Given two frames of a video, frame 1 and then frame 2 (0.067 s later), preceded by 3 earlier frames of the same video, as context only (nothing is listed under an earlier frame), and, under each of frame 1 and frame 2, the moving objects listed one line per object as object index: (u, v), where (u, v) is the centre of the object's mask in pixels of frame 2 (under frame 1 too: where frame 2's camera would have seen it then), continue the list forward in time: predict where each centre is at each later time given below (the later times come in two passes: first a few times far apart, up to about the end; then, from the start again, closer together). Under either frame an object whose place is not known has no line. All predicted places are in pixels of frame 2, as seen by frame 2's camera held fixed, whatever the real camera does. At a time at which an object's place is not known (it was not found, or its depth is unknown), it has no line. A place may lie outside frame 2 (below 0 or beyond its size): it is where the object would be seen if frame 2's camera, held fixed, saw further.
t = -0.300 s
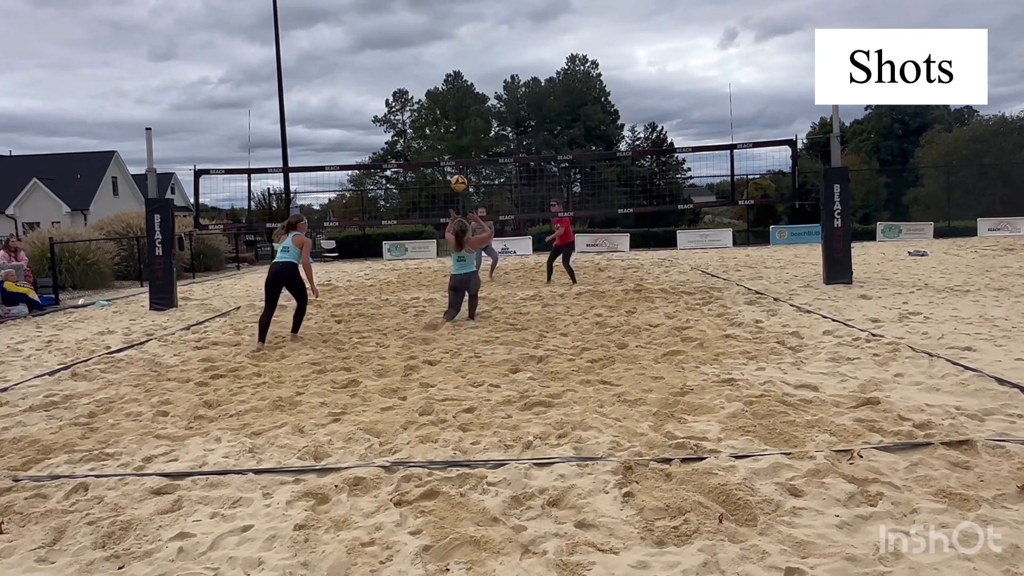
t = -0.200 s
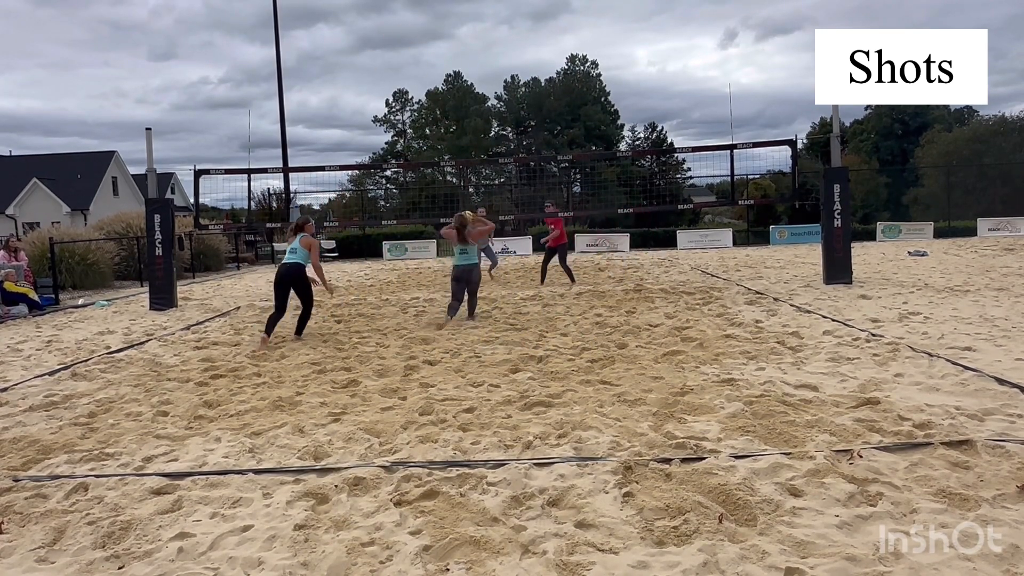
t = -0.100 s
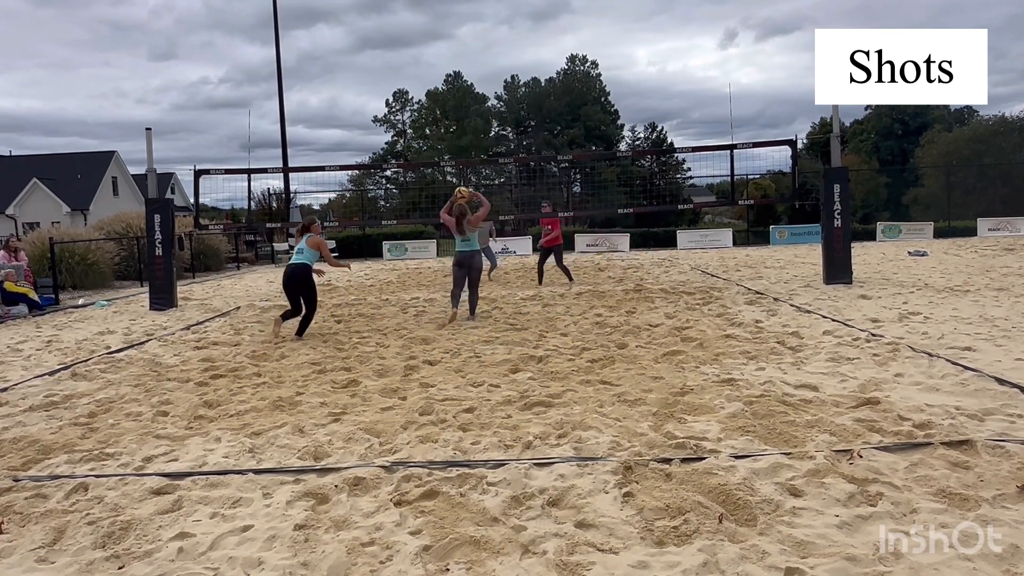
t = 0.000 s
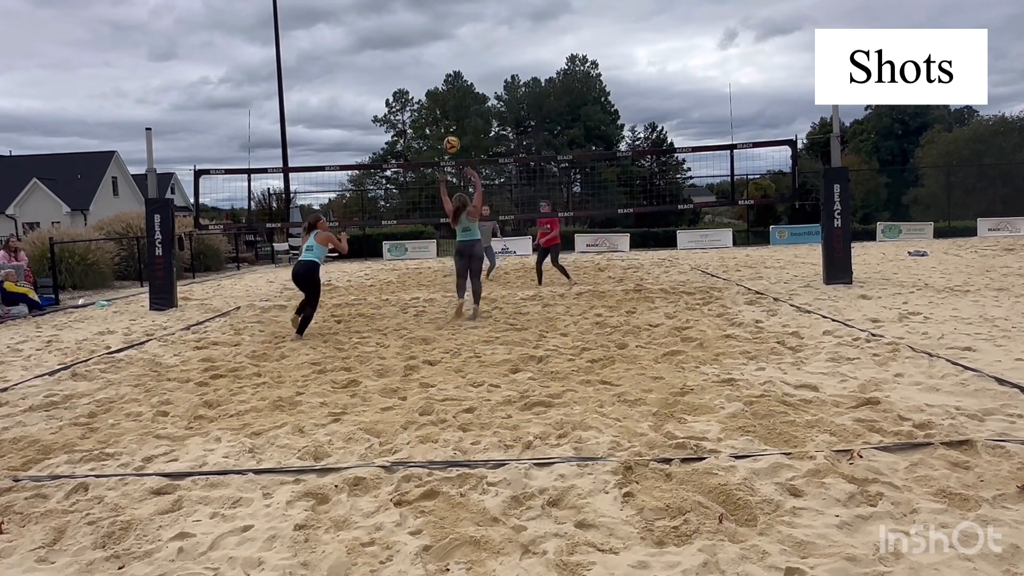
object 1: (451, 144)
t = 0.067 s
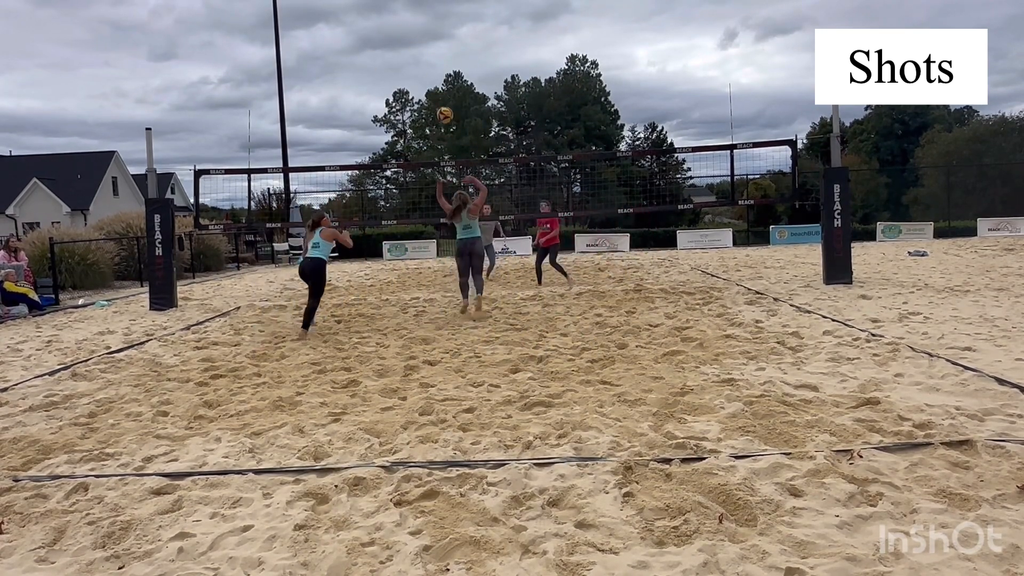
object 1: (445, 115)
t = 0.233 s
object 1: (429, 57)
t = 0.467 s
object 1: (411, 13)
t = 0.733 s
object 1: (394, 13)
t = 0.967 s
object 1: (383, 52)
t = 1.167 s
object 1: (376, 111)
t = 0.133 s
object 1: (438, 89)
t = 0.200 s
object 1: (432, 67)
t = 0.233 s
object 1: (429, 57)
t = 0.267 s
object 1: (426, 48)
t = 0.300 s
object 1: (424, 40)
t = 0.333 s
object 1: (421, 33)
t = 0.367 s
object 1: (418, 27)
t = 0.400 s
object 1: (416, 22)
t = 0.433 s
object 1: (413, 17)
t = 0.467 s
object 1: (411, 13)
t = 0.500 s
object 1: (409, 11)
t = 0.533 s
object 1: (406, 8)
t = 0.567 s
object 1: (404, 7)
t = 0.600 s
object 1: (402, 7)
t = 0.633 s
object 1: (400, 7)
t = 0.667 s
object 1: (398, 8)
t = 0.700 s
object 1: (396, 10)
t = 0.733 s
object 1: (394, 13)
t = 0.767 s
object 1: (392, 17)
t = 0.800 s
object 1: (390, 21)
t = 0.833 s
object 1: (389, 25)
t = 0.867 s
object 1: (387, 31)
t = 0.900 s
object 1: (386, 38)
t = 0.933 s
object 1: (384, 44)
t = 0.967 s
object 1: (383, 52)
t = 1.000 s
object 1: (381, 60)
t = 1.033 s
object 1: (380, 69)
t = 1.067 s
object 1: (379, 79)
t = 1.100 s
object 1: (378, 89)
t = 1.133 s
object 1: (377, 100)
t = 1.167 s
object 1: (376, 111)
